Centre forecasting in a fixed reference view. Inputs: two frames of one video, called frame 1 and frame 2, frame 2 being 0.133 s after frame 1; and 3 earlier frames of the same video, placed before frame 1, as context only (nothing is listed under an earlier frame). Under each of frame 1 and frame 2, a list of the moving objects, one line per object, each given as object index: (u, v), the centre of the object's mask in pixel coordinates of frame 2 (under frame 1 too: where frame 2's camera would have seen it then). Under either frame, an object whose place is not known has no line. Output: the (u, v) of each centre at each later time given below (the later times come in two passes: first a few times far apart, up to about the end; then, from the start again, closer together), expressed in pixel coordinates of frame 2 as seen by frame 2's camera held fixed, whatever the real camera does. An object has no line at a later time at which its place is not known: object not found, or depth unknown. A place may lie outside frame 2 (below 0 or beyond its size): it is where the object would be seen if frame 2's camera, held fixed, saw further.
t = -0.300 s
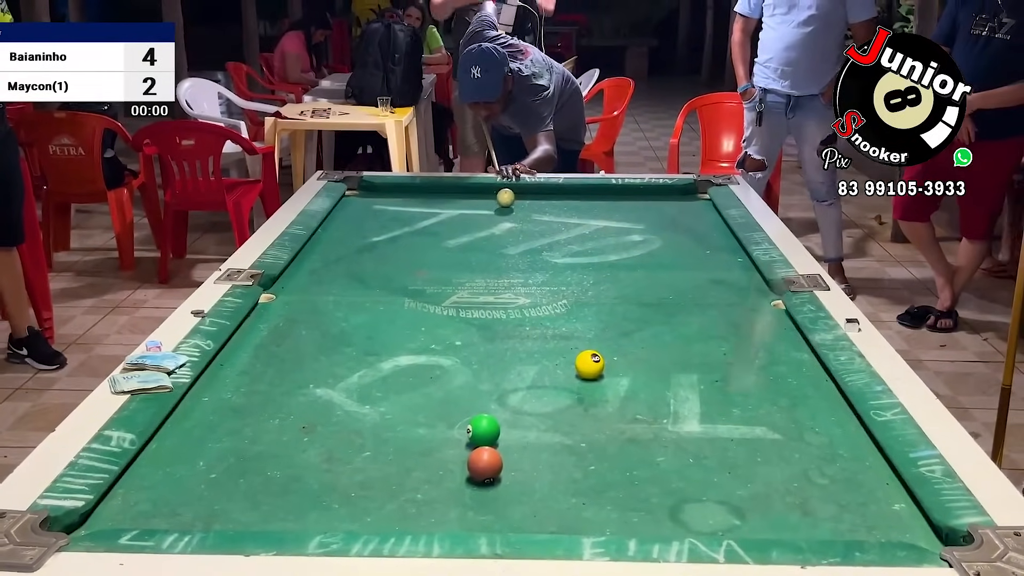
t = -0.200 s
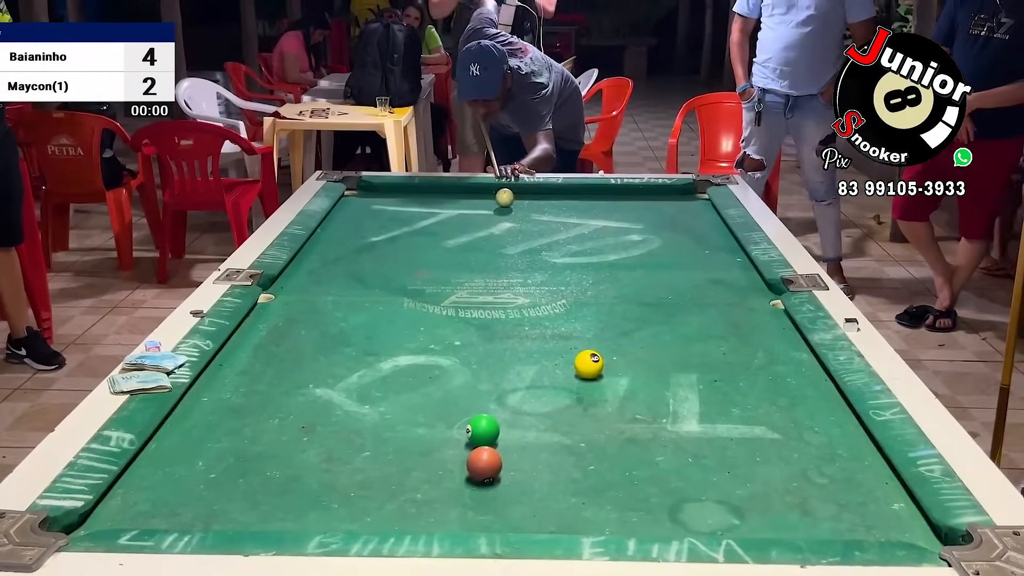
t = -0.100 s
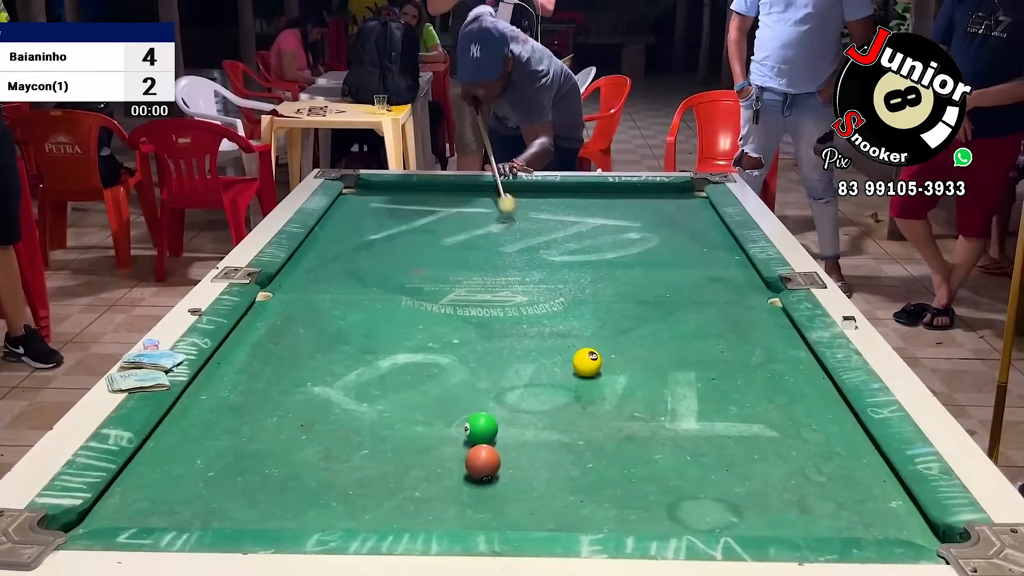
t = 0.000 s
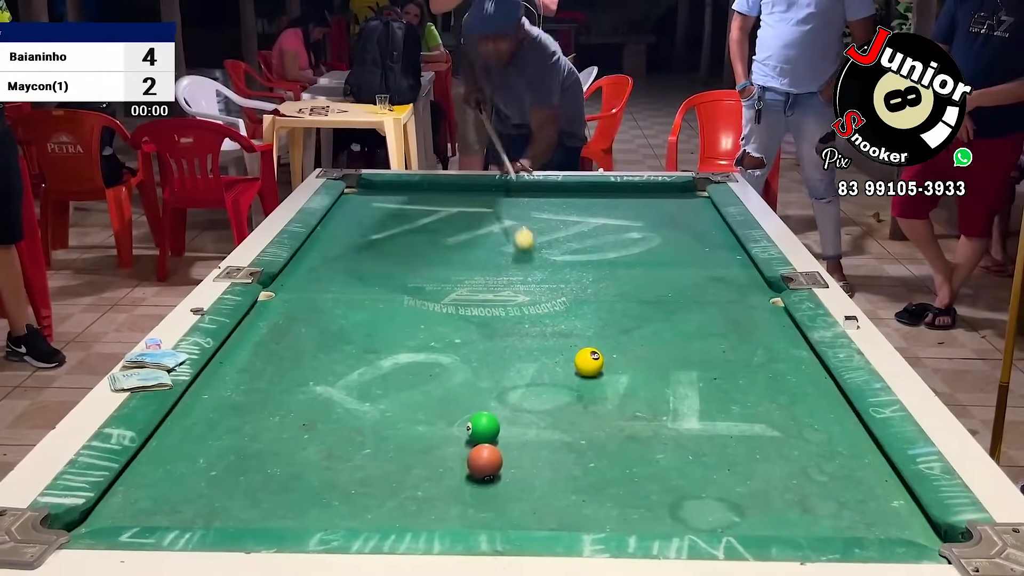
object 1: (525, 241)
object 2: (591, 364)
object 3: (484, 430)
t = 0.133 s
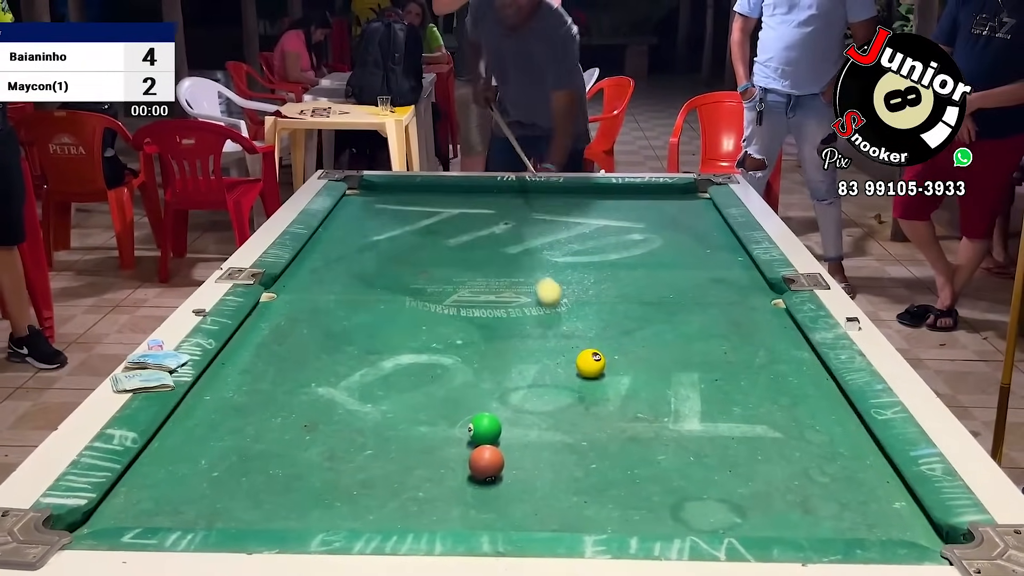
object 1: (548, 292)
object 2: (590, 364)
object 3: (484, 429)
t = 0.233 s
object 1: (570, 341)
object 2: (590, 364)
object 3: (484, 430)
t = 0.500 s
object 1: (522, 434)
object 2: (862, 528)
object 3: (463, 435)
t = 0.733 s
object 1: (550, 518)
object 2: (840, 447)
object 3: (345, 463)
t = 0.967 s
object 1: (567, 458)
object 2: (751, 386)
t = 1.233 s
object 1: (582, 402)
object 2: (675, 334)
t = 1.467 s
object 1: (592, 364)
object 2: (624, 299)
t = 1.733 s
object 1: (601, 329)
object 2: (579, 267)
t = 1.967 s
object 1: (607, 305)
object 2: (546, 245)
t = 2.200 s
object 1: (613, 285)
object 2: (520, 226)
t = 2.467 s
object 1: (617, 265)
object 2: (493, 207)
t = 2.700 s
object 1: (621, 251)
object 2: (474, 193)
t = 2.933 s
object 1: (624, 238)
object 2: (456, 192)
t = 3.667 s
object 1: (632, 209)
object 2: (388, 217)
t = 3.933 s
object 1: (634, 200)
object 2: (364, 226)
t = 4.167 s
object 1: (636, 195)
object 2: (343, 235)
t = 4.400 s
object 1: (636, 190)
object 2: (324, 242)
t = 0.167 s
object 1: (556, 307)
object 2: (590, 364)
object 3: (484, 430)
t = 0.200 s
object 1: (563, 323)
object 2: (590, 364)
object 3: (484, 430)
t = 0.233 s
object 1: (570, 341)
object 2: (590, 364)
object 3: (484, 430)
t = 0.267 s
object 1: (569, 355)
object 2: (605, 371)
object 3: (484, 429)
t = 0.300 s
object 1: (559, 364)
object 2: (637, 393)
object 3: (484, 429)
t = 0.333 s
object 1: (549, 373)
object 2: (672, 415)
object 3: (484, 429)
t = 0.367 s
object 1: (540, 383)
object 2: (709, 439)
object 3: (485, 429)
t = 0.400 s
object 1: (532, 396)
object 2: (745, 463)
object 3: (484, 429)
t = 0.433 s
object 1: (523, 409)
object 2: (783, 488)
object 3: (484, 429)
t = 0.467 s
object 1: (517, 422)
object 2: (824, 514)
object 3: (484, 429)
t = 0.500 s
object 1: (522, 434)
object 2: (862, 528)
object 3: (463, 435)
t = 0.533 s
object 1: (526, 447)
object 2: (869, 519)
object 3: (445, 440)
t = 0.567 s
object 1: (529, 460)
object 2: (875, 507)
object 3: (429, 444)
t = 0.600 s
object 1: (533, 473)
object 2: (882, 494)
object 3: (412, 448)
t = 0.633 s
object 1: (537, 488)
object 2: (886, 481)
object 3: (395, 452)
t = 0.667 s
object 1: (541, 502)
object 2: (870, 468)
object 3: (378, 456)
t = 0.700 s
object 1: (545, 514)
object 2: (855, 458)
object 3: (363, 458)
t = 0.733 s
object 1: (550, 518)
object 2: (840, 447)
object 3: (345, 463)
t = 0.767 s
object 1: (552, 512)
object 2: (825, 437)
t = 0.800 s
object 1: (555, 503)
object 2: (811, 428)
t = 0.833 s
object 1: (557, 493)
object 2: (799, 419)
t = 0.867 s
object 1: (560, 484)
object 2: (786, 410)
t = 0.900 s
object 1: (562, 476)
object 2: (774, 402)
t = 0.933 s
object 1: (565, 466)
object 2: (762, 394)
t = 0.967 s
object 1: (567, 458)
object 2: (751, 386)
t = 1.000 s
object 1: (570, 451)
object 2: (740, 379)
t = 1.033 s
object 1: (572, 443)
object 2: (730, 371)
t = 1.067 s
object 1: (573, 435)
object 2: (720, 365)
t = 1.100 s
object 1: (575, 428)
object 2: (711, 358)
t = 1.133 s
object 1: (577, 421)
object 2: (701, 352)
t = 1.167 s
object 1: (579, 415)
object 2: (692, 346)
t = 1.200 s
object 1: (580, 408)
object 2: (683, 339)
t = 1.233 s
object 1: (582, 402)
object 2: (675, 334)
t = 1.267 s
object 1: (584, 396)
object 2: (667, 329)
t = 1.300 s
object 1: (585, 390)
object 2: (659, 323)
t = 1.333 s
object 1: (587, 384)
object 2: (652, 318)
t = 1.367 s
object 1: (588, 379)
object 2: (645, 313)
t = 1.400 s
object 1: (589, 374)
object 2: (637, 308)
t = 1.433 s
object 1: (591, 369)
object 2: (631, 304)
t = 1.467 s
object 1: (592, 364)
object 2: (624, 299)
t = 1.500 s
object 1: (593, 359)
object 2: (618, 295)
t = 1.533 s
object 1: (594, 355)
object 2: (612, 290)
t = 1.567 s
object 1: (595, 350)
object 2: (606, 286)
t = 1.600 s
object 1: (597, 345)
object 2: (600, 281)
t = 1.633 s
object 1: (598, 341)
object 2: (595, 278)
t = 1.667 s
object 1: (599, 337)
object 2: (589, 274)
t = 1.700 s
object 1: (600, 333)
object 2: (584, 271)
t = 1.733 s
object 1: (601, 329)
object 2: (579, 267)
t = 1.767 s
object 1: (602, 326)
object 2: (574, 264)
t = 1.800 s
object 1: (603, 322)
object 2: (569, 260)
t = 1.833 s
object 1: (604, 319)
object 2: (564, 257)
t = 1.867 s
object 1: (604, 315)
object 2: (560, 254)
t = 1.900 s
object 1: (605, 312)
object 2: (555, 251)
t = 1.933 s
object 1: (606, 309)
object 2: (551, 248)
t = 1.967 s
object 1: (607, 305)
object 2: (546, 245)
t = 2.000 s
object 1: (608, 302)
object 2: (542, 242)
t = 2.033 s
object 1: (609, 299)
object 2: (538, 239)
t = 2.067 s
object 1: (610, 296)
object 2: (534, 236)
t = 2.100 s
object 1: (610, 293)
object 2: (531, 233)
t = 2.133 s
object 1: (611, 290)
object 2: (527, 231)
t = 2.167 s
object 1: (612, 288)
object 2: (523, 228)
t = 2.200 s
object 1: (613, 285)
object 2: (520, 226)
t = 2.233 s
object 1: (613, 282)
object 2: (516, 223)
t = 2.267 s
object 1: (614, 280)
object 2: (513, 221)
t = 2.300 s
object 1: (614, 277)
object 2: (510, 218)
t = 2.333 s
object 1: (615, 275)
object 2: (506, 216)
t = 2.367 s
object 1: (616, 272)
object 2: (503, 213)
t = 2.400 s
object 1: (616, 270)
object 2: (500, 211)
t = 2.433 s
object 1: (617, 268)
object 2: (496, 209)
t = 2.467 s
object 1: (617, 265)
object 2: (493, 207)
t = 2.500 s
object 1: (618, 263)
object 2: (491, 205)
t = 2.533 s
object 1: (618, 261)
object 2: (488, 203)
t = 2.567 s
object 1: (619, 259)
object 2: (485, 201)
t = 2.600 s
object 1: (619, 257)
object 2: (483, 198)
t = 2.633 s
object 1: (620, 255)
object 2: (480, 197)
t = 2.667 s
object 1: (620, 253)
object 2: (477, 195)
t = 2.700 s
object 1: (621, 251)
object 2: (474, 193)
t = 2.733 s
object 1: (621, 249)
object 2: (472, 191)
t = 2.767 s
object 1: (622, 248)
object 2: (470, 190)
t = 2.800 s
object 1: (622, 246)
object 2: (467, 188)
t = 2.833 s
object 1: (623, 244)
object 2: (465, 188)
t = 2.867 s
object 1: (623, 242)
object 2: (461, 189)
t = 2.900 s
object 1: (624, 241)
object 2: (458, 191)
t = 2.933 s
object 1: (624, 238)
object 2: (456, 192)
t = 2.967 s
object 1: (625, 236)
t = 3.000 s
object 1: (626, 236)
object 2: (449, 194)
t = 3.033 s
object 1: (626, 234)
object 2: (446, 195)
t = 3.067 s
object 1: (626, 233)
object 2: (443, 196)
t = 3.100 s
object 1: (626, 231)
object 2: (440, 197)
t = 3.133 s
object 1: (627, 229)
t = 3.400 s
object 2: (412, 208)
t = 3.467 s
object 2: (406, 210)
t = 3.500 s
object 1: (630, 215)
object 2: (403, 211)
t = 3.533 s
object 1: (630, 214)
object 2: (400, 213)
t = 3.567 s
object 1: (631, 212)
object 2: (397, 214)
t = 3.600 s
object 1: (631, 212)
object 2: (394, 215)
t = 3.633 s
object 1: (631, 210)
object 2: (391, 216)
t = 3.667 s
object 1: (632, 209)
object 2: (388, 217)
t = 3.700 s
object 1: (632, 208)
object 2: (385, 218)
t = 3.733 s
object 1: (632, 207)
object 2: (382, 220)
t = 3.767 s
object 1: (633, 205)
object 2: (379, 220)
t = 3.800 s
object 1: (633, 204)
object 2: (375, 222)
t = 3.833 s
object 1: (633, 204)
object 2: (372, 223)
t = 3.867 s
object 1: (634, 202)
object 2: (370, 224)
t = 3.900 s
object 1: (634, 201)
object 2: (367, 225)
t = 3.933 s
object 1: (634, 200)
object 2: (364, 226)
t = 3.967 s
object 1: (634, 200)
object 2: (361, 228)
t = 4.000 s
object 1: (635, 199)
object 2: (358, 229)
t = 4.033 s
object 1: (635, 198)
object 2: (355, 230)
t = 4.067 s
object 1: (635, 197)
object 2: (352, 231)
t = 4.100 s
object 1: (635, 196)
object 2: (349, 232)
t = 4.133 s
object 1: (635, 196)
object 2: (346, 233)
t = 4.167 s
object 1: (636, 195)
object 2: (343, 235)
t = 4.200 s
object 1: (636, 194)
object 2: (341, 236)
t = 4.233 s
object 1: (636, 193)
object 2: (338, 237)
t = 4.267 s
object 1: (636, 192)
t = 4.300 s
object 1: (636, 192)
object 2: (332, 239)
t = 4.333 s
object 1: (637, 191)
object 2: (329, 240)
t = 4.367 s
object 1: (636, 191)
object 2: (326, 241)
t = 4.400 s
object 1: (636, 190)
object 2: (324, 242)
